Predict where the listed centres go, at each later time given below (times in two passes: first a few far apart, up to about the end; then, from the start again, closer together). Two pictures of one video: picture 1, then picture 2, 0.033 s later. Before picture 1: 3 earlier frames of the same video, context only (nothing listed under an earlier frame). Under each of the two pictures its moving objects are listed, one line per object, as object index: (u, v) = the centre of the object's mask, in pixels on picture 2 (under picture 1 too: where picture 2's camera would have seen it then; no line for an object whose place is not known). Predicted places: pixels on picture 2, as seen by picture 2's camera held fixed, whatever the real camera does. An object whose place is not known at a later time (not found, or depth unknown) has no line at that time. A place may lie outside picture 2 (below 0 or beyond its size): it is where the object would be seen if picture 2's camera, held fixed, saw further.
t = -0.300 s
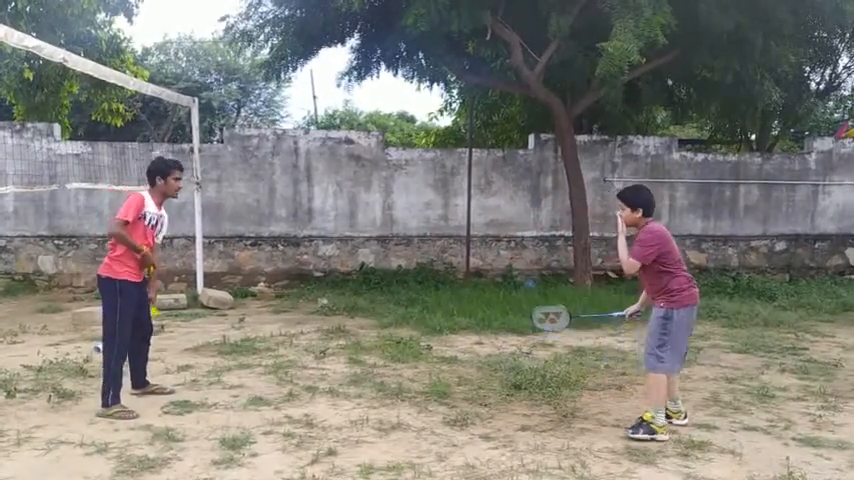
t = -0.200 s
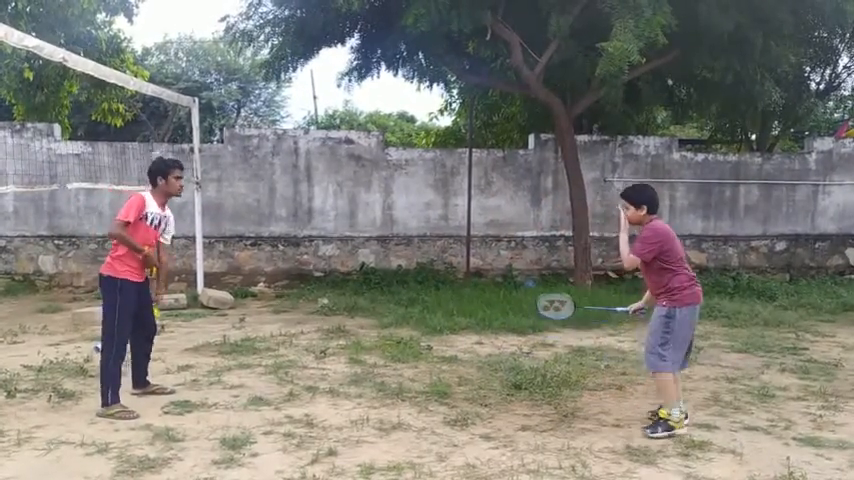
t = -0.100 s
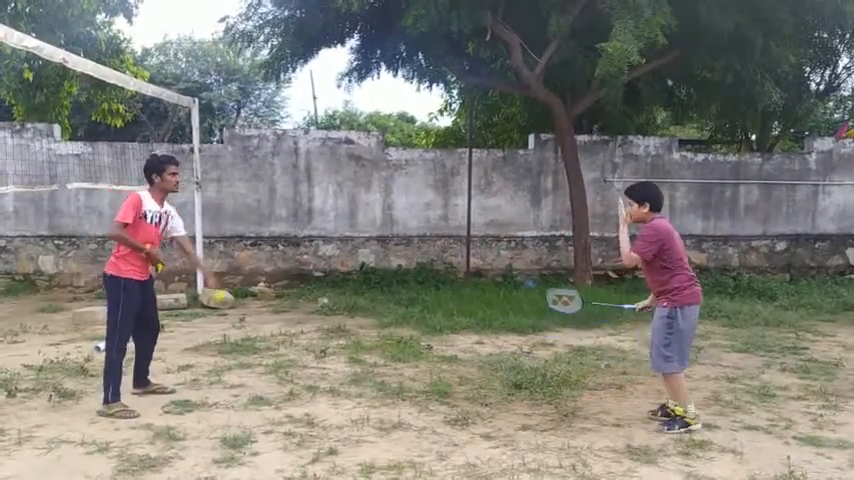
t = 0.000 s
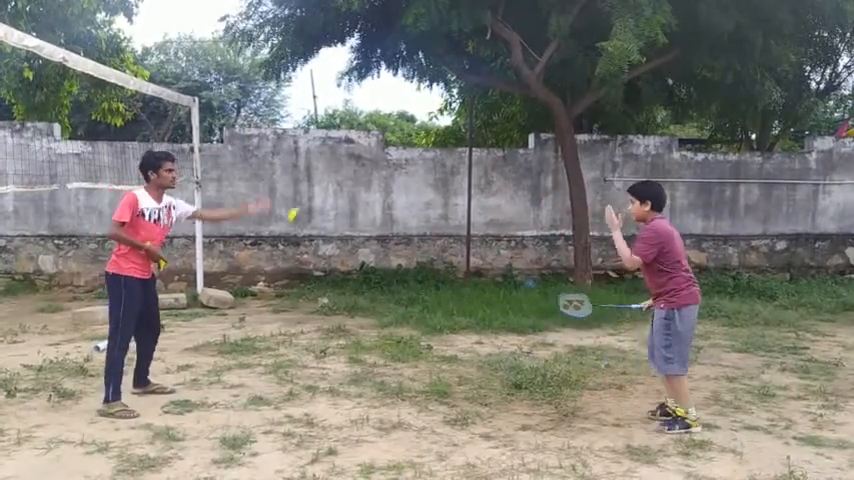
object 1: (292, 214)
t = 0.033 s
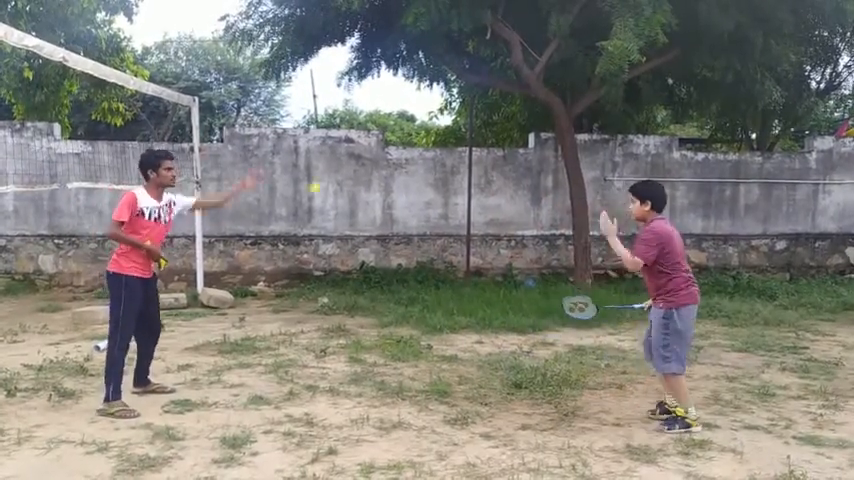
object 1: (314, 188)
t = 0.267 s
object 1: (451, 91)
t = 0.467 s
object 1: (536, 75)
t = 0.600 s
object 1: (585, 94)
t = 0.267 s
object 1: (451, 91)
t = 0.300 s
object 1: (465, 84)
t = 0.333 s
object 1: (480, 79)
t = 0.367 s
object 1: (495, 76)
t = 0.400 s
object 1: (509, 74)
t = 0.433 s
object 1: (523, 74)
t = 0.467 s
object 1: (536, 75)
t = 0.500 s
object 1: (549, 77)
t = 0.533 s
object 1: (562, 82)
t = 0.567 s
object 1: (573, 88)
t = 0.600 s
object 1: (585, 94)
